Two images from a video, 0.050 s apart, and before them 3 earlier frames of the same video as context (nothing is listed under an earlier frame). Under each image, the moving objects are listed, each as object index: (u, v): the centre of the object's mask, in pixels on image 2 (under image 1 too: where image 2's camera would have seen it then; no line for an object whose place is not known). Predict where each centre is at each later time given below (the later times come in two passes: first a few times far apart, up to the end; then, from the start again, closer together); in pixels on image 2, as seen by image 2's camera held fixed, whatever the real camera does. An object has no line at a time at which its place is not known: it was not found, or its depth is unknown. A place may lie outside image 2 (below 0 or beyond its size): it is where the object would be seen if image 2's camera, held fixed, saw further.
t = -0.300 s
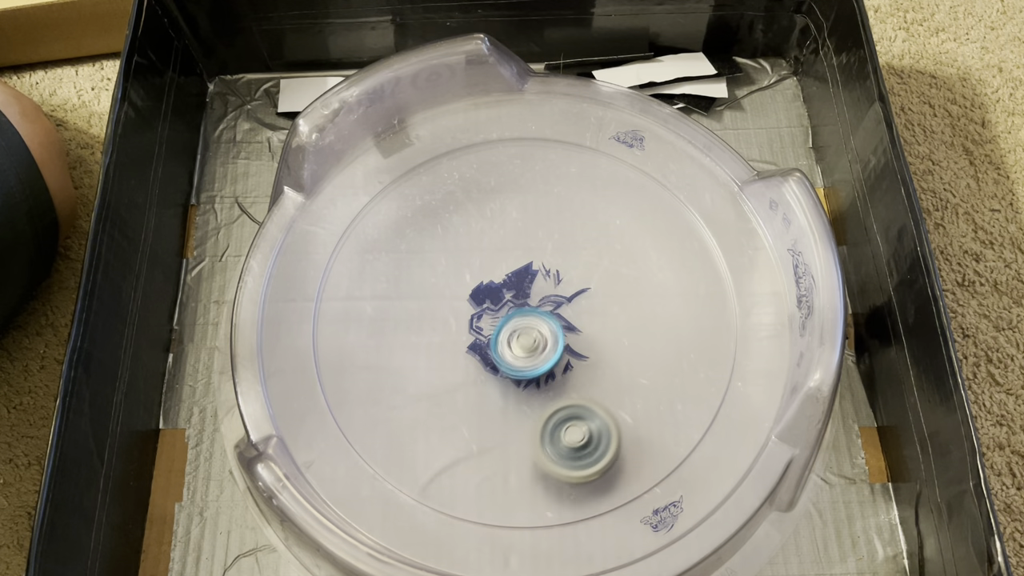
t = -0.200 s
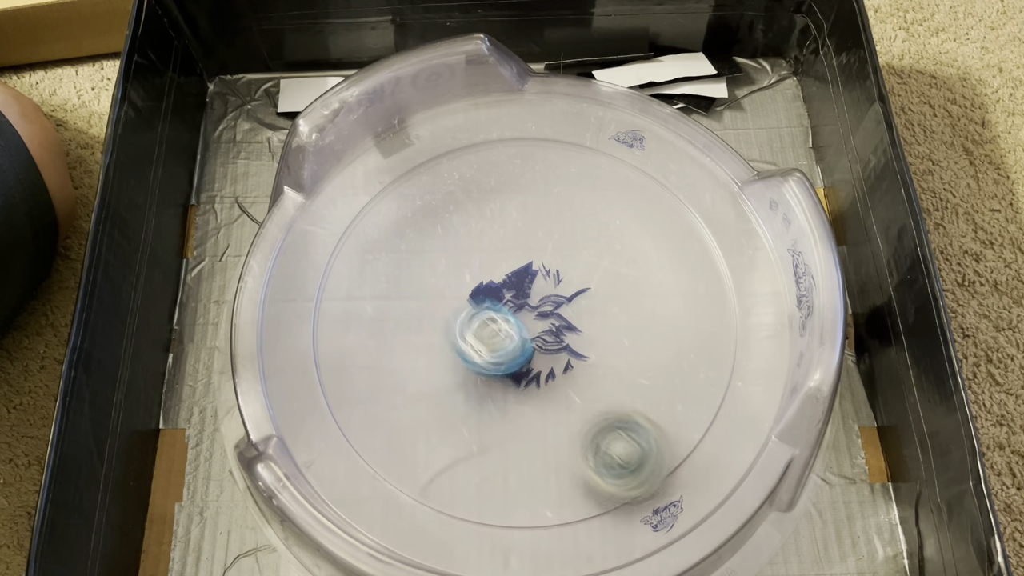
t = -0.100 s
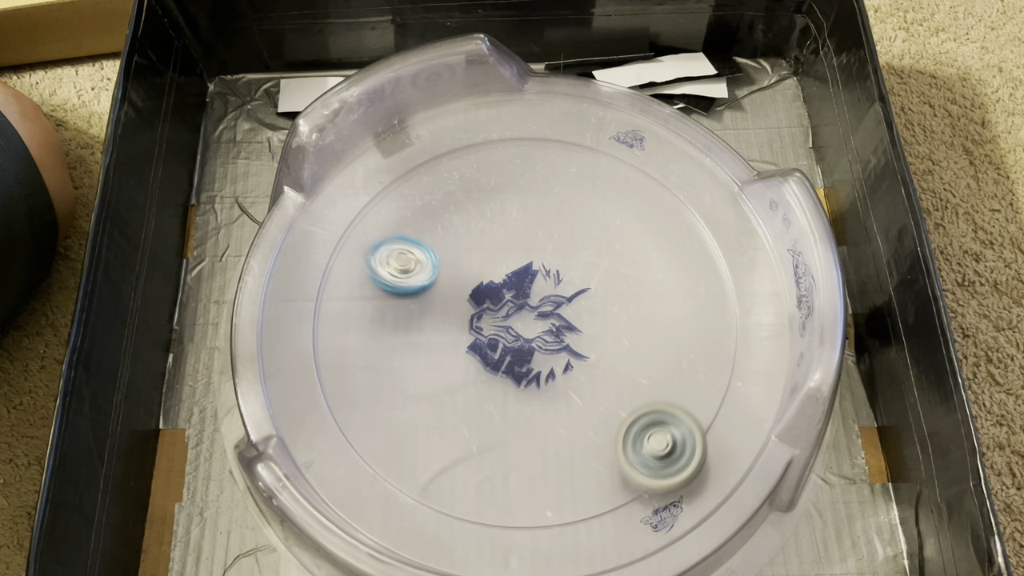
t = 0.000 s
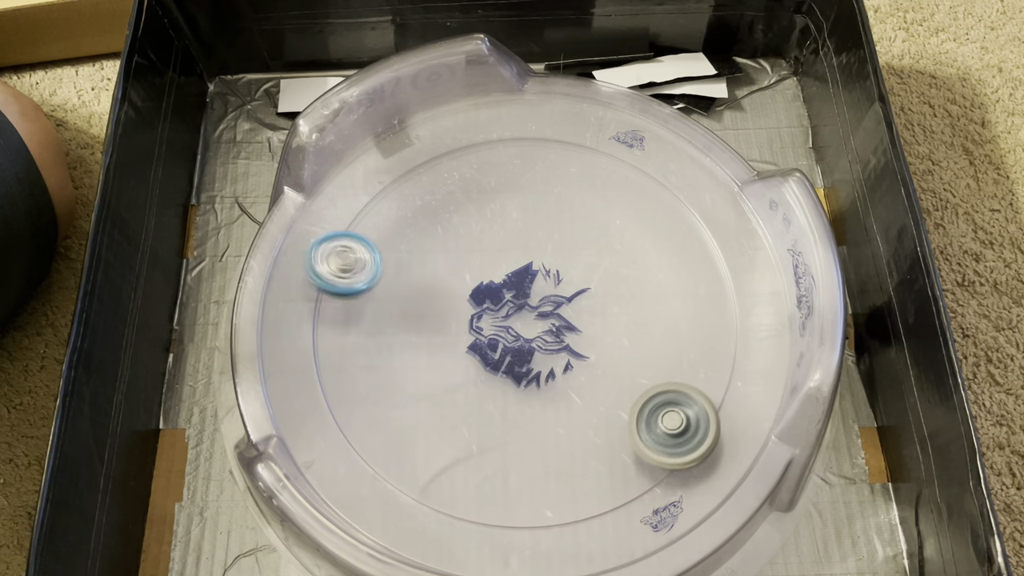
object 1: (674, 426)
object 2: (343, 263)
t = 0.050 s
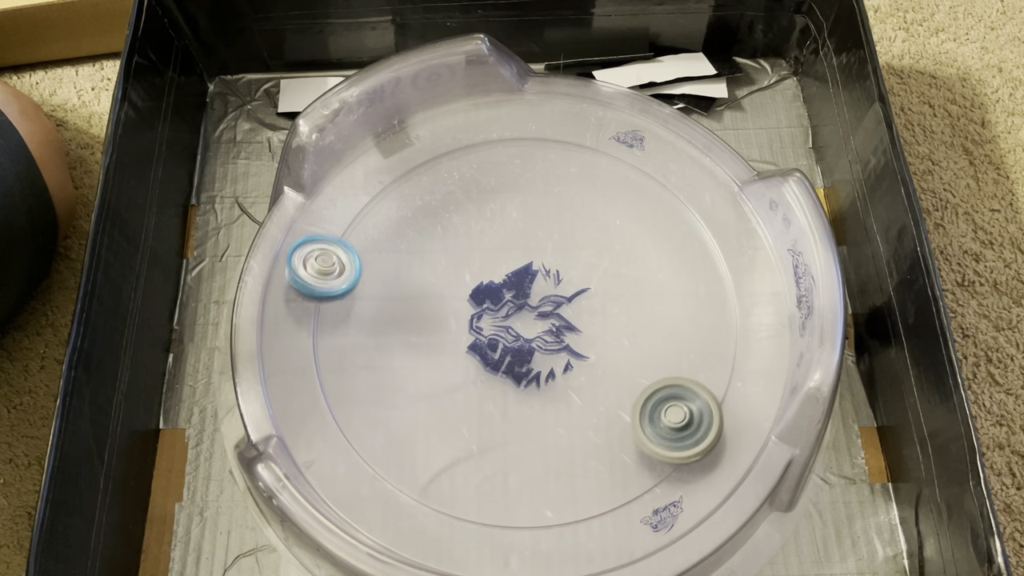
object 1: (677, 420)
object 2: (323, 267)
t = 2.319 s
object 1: (474, 280)
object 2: (508, 417)
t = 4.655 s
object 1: (605, 351)
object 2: (407, 306)
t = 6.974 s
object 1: (479, 251)
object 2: (547, 316)
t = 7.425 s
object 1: (579, 258)
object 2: (563, 362)
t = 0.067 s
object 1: (678, 418)
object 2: (320, 271)
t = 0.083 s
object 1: (678, 416)
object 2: (316, 273)
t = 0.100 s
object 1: (678, 414)
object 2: (311, 274)
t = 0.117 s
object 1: (678, 412)
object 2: (308, 273)
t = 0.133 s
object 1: (678, 409)
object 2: (303, 272)
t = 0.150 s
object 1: (677, 407)
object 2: (299, 270)
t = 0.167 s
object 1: (676, 404)
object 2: (295, 268)
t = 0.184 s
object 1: (675, 401)
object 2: (290, 267)
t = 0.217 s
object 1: (672, 396)
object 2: (283, 264)
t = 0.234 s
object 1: (670, 393)
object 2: (280, 262)
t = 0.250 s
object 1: (667, 390)
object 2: (277, 261)
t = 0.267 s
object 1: (665, 387)
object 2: (275, 259)
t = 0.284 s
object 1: (662, 384)
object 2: (274, 259)
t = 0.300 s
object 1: (659, 381)
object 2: (275, 261)
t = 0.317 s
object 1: (655, 377)
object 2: (278, 265)
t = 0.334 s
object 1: (652, 374)
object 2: (282, 266)
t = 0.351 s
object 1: (648, 370)
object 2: (286, 266)
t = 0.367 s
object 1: (644, 368)
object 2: (291, 266)
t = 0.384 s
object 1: (640, 365)
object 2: (296, 266)
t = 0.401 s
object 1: (636, 362)
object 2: (301, 266)
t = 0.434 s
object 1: (627, 357)
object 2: (313, 266)
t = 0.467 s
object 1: (616, 353)
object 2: (329, 268)
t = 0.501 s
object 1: (605, 349)
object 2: (343, 271)
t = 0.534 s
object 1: (593, 346)
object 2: (359, 273)
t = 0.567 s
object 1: (583, 344)
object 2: (376, 275)
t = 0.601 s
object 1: (572, 342)
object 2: (394, 280)
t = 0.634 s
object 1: (561, 340)
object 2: (413, 283)
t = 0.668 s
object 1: (550, 339)
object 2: (434, 284)
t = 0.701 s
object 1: (539, 339)
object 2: (454, 285)
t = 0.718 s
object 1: (534, 339)
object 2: (463, 285)
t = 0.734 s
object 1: (529, 339)
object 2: (474, 285)
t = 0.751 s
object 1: (527, 341)
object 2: (480, 281)
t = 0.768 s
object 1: (525, 343)
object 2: (489, 277)
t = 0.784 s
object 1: (521, 344)
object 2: (497, 274)
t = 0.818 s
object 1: (513, 347)
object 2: (513, 268)
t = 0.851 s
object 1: (504, 350)
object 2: (530, 262)
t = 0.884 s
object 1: (498, 354)
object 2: (546, 255)
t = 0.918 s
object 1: (493, 358)
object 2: (561, 248)
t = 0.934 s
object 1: (491, 359)
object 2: (567, 245)
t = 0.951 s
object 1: (489, 359)
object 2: (575, 241)
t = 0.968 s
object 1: (487, 360)
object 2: (581, 237)
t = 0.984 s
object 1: (484, 360)
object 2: (588, 233)
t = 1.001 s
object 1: (481, 360)
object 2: (594, 230)
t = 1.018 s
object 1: (479, 360)
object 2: (600, 226)
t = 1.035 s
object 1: (476, 360)
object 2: (605, 223)
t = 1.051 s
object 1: (473, 360)
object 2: (610, 219)
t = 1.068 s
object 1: (471, 360)
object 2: (615, 216)
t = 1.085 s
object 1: (469, 360)
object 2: (619, 213)
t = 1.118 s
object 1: (464, 360)
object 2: (626, 207)
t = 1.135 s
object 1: (462, 360)
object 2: (629, 204)
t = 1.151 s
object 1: (460, 360)
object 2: (632, 202)
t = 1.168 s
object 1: (457, 360)
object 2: (635, 200)
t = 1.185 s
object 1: (456, 360)
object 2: (639, 199)
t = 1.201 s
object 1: (454, 360)
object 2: (642, 198)
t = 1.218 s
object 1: (452, 360)
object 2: (645, 197)
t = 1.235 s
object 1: (451, 360)
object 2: (648, 196)
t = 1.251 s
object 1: (449, 360)
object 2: (650, 197)
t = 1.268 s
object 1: (448, 360)
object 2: (653, 197)
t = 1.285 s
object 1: (446, 360)
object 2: (654, 198)
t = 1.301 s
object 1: (445, 360)
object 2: (656, 199)
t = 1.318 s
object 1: (443, 360)
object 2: (656, 201)
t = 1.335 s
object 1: (442, 360)
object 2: (656, 203)
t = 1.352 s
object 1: (441, 359)
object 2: (656, 205)
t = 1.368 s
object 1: (440, 359)
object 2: (655, 209)
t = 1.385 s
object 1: (439, 359)
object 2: (653, 212)
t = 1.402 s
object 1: (438, 359)
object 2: (650, 216)
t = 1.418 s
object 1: (437, 358)
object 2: (647, 220)
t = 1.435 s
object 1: (437, 358)
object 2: (644, 225)
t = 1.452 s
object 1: (436, 357)
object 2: (639, 229)
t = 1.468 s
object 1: (436, 357)
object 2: (635, 234)
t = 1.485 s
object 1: (435, 356)
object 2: (631, 239)
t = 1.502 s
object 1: (435, 356)
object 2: (626, 244)
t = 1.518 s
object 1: (434, 355)
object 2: (622, 249)
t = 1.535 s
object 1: (434, 354)
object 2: (617, 255)
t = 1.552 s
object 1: (434, 353)
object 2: (612, 261)
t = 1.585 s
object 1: (434, 351)
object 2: (603, 273)
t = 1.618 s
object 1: (434, 349)
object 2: (594, 287)
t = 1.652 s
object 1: (435, 347)
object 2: (585, 301)
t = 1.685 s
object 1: (436, 344)
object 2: (576, 316)
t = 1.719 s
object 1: (437, 342)
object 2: (567, 330)
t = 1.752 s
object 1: (438, 338)
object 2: (560, 345)
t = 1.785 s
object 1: (440, 335)
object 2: (552, 359)
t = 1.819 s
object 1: (442, 332)
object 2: (545, 374)
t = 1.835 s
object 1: (442, 330)
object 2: (543, 381)
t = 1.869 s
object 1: (444, 327)
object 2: (537, 394)
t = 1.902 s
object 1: (446, 323)
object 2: (531, 406)
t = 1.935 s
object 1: (448, 320)
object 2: (527, 418)
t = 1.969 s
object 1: (450, 316)
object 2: (523, 428)
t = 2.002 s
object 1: (452, 313)
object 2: (520, 437)
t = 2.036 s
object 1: (454, 309)
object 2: (518, 445)
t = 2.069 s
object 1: (456, 305)
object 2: (517, 451)
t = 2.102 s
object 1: (459, 302)
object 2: (516, 456)
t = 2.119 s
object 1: (460, 300)
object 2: (516, 457)
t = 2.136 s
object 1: (461, 298)
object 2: (516, 458)
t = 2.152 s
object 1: (462, 296)
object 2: (515, 458)
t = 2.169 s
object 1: (463, 295)
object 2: (515, 457)
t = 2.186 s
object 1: (464, 293)
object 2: (514, 455)
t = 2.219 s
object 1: (467, 290)
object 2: (514, 449)
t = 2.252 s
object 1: (469, 287)
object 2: (514, 440)
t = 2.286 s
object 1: (472, 283)
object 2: (511, 429)
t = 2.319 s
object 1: (474, 280)
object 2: (508, 417)
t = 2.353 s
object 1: (477, 277)
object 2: (504, 404)
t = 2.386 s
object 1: (480, 275)
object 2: (499, 391)
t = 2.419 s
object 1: (482, 272)
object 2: (494, 378)
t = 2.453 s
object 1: (485, 270)
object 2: (489, 365)
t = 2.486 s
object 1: (487, 267)
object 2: (483, 351)
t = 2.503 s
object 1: (488, 266)
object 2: (480, 344)
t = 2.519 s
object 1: (490, 265)
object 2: (477, 337)
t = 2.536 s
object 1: (491, 263)
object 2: (473, 330)
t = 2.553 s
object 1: (494, 261)
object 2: (466, 331)
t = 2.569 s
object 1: (500, 249)
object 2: (456, 339)
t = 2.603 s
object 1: (510, 234)
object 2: (441, 349)
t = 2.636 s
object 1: (513, 225)
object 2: (429, 354)
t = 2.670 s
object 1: (515, 219)
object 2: (422, 358)
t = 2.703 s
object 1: (516, 215)
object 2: (417, 361)
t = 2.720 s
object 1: (516, 213)
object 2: (415, 363)
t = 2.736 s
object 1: (517, 212)
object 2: (414, 365)
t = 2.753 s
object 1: (517, 210)
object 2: (414, 367)
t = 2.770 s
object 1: (518, 209)
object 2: (415, 368)
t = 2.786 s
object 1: (519, 208)
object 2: (417, 368)
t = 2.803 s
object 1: (519, 207)
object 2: (419, 368)
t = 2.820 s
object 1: (520, 206)
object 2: (422, 368)
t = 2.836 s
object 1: (520, 205)
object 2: (426, 367)
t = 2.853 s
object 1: (521, 205)
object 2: (430, 366)
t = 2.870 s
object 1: (521, 204)
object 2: (434, 364)
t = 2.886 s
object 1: (522, 204)
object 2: (438, 361)
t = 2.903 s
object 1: (522, 204)
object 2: (442, 358)
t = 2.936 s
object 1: (524, 203)
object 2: (451, 351)
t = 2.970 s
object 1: (525, 203)
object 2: (459, 343)
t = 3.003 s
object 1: (526, 204)
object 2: (466, 334)
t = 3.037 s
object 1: (528, 204)
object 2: (474, 324)
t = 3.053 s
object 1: (529, 205)
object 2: (477, 320)
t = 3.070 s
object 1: (530, 205)
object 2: (481, 315)
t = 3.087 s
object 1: (531, 206)
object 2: (484, 310)
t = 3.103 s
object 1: (532, 207)
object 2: (487, 305)
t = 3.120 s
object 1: (533, 208)
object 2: (491, 300)
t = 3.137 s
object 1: (534, 209)
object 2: (493, 295)
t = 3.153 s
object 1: (535, 210)
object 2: (496, 290)
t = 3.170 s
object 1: (536, 211)
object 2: (499, 285)
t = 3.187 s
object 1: (537, 212)
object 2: (502, 280)
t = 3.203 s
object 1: (538, 213)
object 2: (503, 276)
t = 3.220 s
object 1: (543, 209)
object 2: (500, 279)
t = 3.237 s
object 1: (546, 205)
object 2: (497, 281)
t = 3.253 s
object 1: (549, 203)
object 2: (497, 282)
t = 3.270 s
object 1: (552, 203)
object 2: (497, 283)
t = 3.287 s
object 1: (553, 203)
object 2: (497, 284)
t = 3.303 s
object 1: (555, 204)
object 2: (499, 283)
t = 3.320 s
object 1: (557, 204)
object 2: (500, 283)
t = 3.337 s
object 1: (558, 205)
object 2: (502, 283)
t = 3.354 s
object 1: (559, 206)
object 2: (503, 284)
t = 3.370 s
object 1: (560, 207)
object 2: (505, 283)
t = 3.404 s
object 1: (563, 210)
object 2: (508, 283)
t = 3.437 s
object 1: (566, 212)
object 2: (513, 284)
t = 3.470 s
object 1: (568, 216)
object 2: (517, 284)
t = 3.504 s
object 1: (571, 219)
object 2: (522, 284)
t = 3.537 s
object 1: (573, 222)
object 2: (526, 284)
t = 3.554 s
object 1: (575, 225)
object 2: (528, 283)
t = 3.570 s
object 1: (576, 226)
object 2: (530, 283)
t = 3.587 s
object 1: (581, 226)
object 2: (527, 287)
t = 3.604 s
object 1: (586, 223)
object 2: (519, 297)
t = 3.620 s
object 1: (590, 220)
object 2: (513, 307)
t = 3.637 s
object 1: (593, 220)
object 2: (506, 314)
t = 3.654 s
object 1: (595, 220)
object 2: (503, 320)
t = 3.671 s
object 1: (597, 221)
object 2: (500, 328)
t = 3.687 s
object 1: (598, 222)
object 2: (499, 334)
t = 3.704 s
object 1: (599, 224)
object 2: (499, 340)
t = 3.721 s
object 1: (601, 225)
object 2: (497, 345)
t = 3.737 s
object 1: (601, 227)
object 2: (497, 350)
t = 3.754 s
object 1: (602, 229)
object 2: (497, 356)
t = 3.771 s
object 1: (603, 231)
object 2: (497, 361)
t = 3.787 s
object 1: (604, 233)
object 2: (498, 366)
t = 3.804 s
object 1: (605, 236)
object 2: (498, 370)
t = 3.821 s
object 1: (606, 238)
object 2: (499, 374)
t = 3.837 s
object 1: (606, 240)
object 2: (500, 378)
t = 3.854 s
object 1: (607, 243)
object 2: (501, 382)
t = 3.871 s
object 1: (608, 245)
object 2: (503, 386)
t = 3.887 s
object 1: (608, 248)
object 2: (504, 389)
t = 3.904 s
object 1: (609, 251)
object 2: (507, 392)
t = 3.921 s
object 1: (609, 254)
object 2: (509, 395)
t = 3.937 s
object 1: (610, 256)
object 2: (511, 397)
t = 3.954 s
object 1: (610, 259)
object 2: (515, 400)
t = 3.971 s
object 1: (610, 262)
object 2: (517, 401)
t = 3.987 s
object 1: (611, 265)
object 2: (521, 401)
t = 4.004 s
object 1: (611, 268)
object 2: (524, 402)
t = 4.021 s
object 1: (612, 271)
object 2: (527, 401)
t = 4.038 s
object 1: (612, 274)
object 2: (531, 399)
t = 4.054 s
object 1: (612, 277)
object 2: (533, 398)
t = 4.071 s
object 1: (612, 280)
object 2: (536, 395)
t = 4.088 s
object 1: (612, 283)
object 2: (538, 392)
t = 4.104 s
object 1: (612, 287)
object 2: (539, 388)
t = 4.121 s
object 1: (612, 290)
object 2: (541, 384)
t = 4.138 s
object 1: (612, 293)
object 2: (542, 381)
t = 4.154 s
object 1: (611, 296)
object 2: (542, 375)
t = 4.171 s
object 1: (611, 299)
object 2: (543, 371)
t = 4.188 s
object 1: (611, 302)
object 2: (542, 367)
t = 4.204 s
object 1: (611, 305)
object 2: (542, 362)
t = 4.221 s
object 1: (610, 308)
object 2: (542, 357)
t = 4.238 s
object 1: (609, 311)
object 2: (541, 353)
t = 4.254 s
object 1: (610, 314)
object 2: (538, 348)
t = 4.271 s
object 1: (618, 313)
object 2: (524, 348)
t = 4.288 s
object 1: (625, 312)
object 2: (510, 345)
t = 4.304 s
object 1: (629, 311)
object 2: (499, 344)
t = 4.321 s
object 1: (631, 311)
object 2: (490, 343)
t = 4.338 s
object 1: (631, 312)
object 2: (482, 341)
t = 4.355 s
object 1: (631, 313)
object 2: (477, 340)
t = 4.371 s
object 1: (630, 315)
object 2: (471, 339)
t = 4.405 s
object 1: (629, 319)
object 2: (459, 335)
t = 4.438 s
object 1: (627, 322)
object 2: (449, 331)
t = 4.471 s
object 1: (625, 327)
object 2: (439, 328)
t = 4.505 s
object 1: (623, 331)
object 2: (431, 324)
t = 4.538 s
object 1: (619, 336)
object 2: (423, 319)
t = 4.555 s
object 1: (617, 338)
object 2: (420, 318)
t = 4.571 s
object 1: (615, 340)
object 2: (417, 315)
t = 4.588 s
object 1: (613, 343)
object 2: (414, 314)
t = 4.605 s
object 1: (611, 345)
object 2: (412, 312)
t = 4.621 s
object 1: (609, 347)
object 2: (410, 309)
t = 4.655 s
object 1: (605, 351)
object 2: (407, 306)
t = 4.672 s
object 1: (603, 353)
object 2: (406, 303)
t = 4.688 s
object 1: (601, 356)
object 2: (406, 301)
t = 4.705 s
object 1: (598, 358)
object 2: (405, 299)
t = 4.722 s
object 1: (596, 360)
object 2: (406, 297)
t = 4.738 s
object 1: (593, 362)
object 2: (407, 295)
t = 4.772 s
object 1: (589, 367)
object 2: (410, 291)
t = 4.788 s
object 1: (586, 369)
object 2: (412, 290)
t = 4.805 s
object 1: (583, 371)
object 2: (415, 288)
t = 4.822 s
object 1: (581, 373)
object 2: (418, 287)
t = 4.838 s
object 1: (578, 375)
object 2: (421, 286)
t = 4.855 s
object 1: (576, 377)
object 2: (424, 284)
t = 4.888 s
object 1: (570, 381)
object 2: (433, 282)
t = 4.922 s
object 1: (565, 384)
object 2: (443, 279)
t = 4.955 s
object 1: (560, 387)
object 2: (452, 277)
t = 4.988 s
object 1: (555, 390)
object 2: (463, 275)
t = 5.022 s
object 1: (550, 393)
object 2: (474, 274)
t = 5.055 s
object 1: (545, 395)
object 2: (484, 272)
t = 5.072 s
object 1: (542, 396)
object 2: (490, 272)
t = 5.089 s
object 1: (540, 398)
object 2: (495, 272)
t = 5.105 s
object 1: (538, 398)
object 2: (500, 271)
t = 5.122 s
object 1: (535, 400)
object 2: (507, 270)
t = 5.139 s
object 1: (533, 400)
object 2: (512, 270)
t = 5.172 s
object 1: (528, 402)
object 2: (524, 269)
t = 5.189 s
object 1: (526, 403)
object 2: (529, 270)
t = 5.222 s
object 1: (521, 403)
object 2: (541, 269)
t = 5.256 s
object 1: (516, 404)
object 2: (551, 270)
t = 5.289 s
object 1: (512, 405)
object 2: (562, 271)
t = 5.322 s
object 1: (506, 406)
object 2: (573, 271)
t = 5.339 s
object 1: (504, 406)
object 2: (577, 272)
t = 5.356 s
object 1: (502, 406)
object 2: (582, 272)
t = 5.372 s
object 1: (500, 405)
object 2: (587, 273)
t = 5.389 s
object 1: (499, 405)
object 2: (591, 274)
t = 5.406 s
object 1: (497, 404)
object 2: (596, 275)
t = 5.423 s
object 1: (495, 404)
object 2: (600, 276)
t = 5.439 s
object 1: (493, 403)
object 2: (603, 277)
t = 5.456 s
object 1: (491, 403)
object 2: (607, 278)
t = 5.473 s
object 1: (489, 402)
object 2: (610, 279)
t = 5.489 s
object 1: (487, 401)
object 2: (613, 281)
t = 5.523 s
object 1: (483, 399)
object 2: (618, 283)
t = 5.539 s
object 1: (482, 398)
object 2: (619, 285)
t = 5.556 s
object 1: (480, 397)
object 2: (621, 286)
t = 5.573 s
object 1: (478, 396)
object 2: (622, 288)
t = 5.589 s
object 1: (476, 394)
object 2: (623, 290)
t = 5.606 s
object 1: (475, 393)
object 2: (623, 291)
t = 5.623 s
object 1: (473, 392)
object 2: (624, 294)
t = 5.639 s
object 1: (471, 390)
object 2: (623, 296)
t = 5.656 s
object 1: (470, 389)
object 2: (622, 298)
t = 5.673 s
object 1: (468, 387)
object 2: (621, 301)
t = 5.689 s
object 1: (467, 386)
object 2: (620, 304)
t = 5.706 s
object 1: (466, 384)
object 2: (618, 306)
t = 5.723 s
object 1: (464, 382)
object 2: (615, 308)
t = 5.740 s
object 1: (463, 381)
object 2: (613, 311)
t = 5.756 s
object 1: (462, 379)
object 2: (609, 314)
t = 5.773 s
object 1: (461, 377)
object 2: (606, 316)
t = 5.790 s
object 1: (459, 374)
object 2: (603, 319)
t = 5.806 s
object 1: (458, 372)
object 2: (599, 322)
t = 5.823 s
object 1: (457, 370)
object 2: (595, 325)
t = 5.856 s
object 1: (455, 366)
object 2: (587, 329)
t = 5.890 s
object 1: (453, 361)
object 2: (579, 335)
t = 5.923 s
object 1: (451, 357)
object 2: (569, 339)
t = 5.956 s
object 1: (450, 352)
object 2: (559, 343)
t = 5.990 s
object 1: (449, 347)
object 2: (549, 347)
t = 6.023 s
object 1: (448, 342)
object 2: (539, 351)
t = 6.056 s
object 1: (447, 337)
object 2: (529, 353)
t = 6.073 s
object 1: (447, 335)
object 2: (523, 354)
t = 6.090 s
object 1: (446, 332)
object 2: (519, 356)
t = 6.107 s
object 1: (438, 325)
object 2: (527, 364)
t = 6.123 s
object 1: (432, 320)
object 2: (533, 370)
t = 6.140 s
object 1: (426, 314)
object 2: (539, 375)
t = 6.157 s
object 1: (422, 310)
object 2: (542, 377)
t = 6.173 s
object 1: (418, 307)
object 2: (544, 379)
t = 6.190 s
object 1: (416, 305)
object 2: (546, 381)
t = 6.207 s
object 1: (415, 304)
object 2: (547, 382)
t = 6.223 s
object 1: (414, 302)
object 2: (549, 384)
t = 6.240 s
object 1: (414, 300)
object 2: (551, 384)
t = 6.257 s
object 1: (413, 298)
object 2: (552, 383)
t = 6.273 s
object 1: (412, 296)
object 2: (553, 383)
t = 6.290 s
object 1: (412, 295)
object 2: (554, 382)
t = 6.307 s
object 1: (412, 293)
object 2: (554, 380)
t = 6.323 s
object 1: (412, 291)
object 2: (554, 378)
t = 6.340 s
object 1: (412, 290)
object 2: (554, 376)
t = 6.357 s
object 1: (412, 288)
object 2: (553, 374)
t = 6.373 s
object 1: (412, 286)
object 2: (552, 370)
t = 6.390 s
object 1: (412, 285)
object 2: (551, 368)
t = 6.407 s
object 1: (412, 284)
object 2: (549, 365)
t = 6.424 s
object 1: (413, 282)
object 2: (547, 362)
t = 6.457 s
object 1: (414, 279)
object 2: (544, 356)
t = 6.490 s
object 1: (415, 276)
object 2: (540, 349)
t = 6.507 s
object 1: (416, 275)
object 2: (538, 345)
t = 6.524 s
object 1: (417, 273)
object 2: (536, 342)
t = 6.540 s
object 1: (417, 272)
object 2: (534, 339)
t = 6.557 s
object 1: (419, 270)
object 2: (531, 335)
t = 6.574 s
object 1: (420, 269)
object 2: (529, 331)
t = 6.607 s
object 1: (422, 267)
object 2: (525, 325)
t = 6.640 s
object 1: (425, 265)
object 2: (521, 317)
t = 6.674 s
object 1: (429, 263)
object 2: (515, 310)
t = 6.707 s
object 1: (433, 261)
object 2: (512, 303)
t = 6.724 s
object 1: (435, 260)
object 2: (509, 300)
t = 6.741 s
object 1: (438, 259)
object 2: (507, 297)
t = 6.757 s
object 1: (440, 258)
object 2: (505, 293)
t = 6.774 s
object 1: (441, 257)
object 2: (506, 291)
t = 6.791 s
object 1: (443, 256)
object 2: (508, 292)
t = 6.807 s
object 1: (443, 254)
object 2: (514, 297)
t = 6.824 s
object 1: (445, 253)
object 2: (518, 302)
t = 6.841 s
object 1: (448, 252)
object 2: (520, 304)
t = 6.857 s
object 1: (453, 252)
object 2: (522, 304)
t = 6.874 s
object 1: (456, 252)
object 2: (524, 304)
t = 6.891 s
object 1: (460, 252)
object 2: (529, 304)
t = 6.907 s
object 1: (464, 252)
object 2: (534, 306)
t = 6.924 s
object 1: (467, 252)
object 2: (538, 309)
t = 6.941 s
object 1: (471, 251)
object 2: (542, 312)
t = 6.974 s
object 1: (479, 251)
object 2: (547, 316)
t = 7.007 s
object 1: (486, 251)
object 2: (555, 320)
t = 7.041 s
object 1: (494, 252)
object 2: (560, 325)
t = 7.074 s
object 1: (502, 252)
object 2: (565, 330)
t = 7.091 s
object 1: (506, 252)
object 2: (566, 333)
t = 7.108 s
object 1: (509, 252)
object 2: (569, 334)
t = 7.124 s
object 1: (514, 252)
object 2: (571, 337)
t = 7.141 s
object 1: (517, 252)
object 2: (572, 340)
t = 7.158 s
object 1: (521, 252)
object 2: (573, 343)
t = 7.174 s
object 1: (525, 252)
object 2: (575, 344)
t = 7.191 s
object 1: (529, 253)
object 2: (576, 347)
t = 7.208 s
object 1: (534, 253)
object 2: (577, 349)
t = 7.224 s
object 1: (537, 253)
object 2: (577, 352)
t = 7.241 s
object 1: (540, 254)
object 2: (576, 354)
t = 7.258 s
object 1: (544, 254)
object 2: (577, 355)
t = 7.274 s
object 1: (548, 254)
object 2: (576, 357)
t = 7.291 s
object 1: (551, 255)
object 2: (576, 359)
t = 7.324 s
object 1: (559, 256)
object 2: (574, 360)
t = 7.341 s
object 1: (562, 256)
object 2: (573, 361)
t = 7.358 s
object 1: (565, 256)
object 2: (571, 362)
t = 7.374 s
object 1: (569, 257)
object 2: (569, 363)
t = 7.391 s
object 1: (572, 257)
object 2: (567, 362)
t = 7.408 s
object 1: (575, 258)
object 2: (565, 362)
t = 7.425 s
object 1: (579, 258)
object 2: (563, 362)
